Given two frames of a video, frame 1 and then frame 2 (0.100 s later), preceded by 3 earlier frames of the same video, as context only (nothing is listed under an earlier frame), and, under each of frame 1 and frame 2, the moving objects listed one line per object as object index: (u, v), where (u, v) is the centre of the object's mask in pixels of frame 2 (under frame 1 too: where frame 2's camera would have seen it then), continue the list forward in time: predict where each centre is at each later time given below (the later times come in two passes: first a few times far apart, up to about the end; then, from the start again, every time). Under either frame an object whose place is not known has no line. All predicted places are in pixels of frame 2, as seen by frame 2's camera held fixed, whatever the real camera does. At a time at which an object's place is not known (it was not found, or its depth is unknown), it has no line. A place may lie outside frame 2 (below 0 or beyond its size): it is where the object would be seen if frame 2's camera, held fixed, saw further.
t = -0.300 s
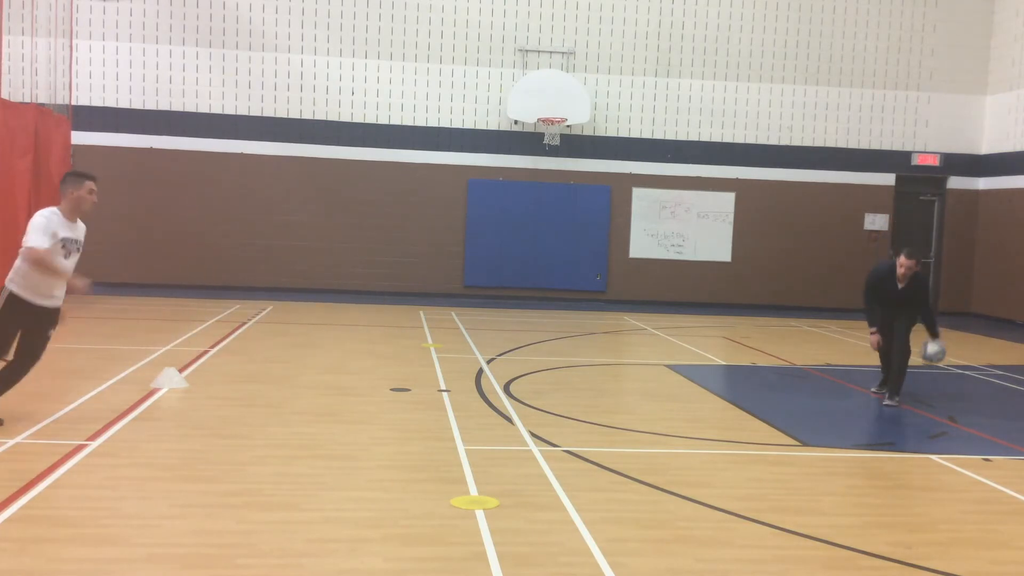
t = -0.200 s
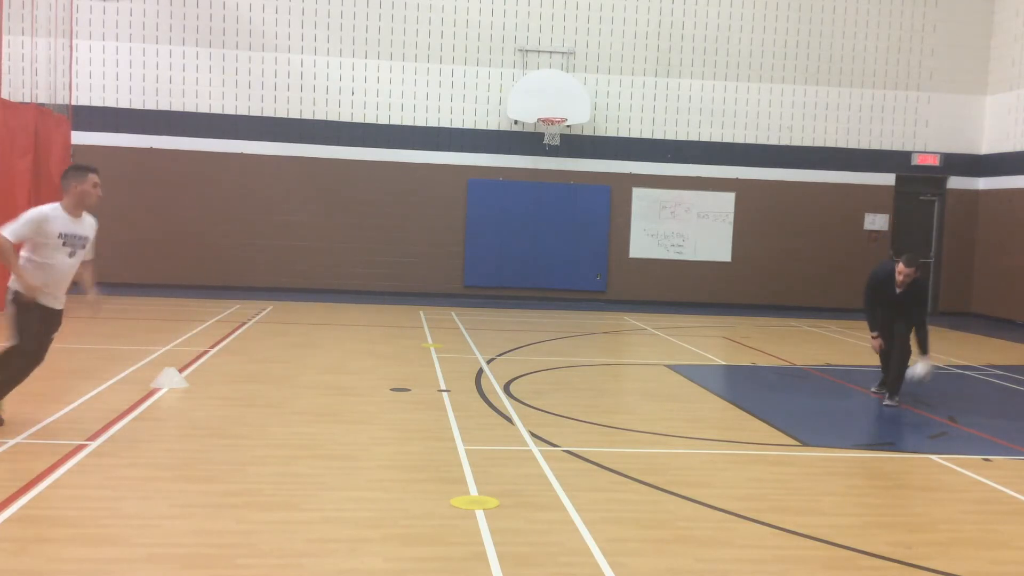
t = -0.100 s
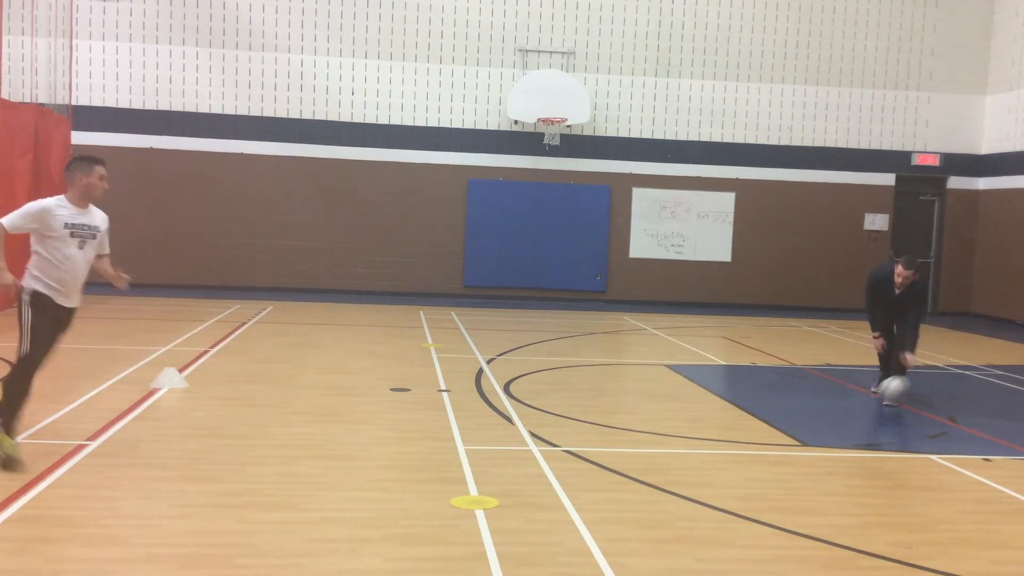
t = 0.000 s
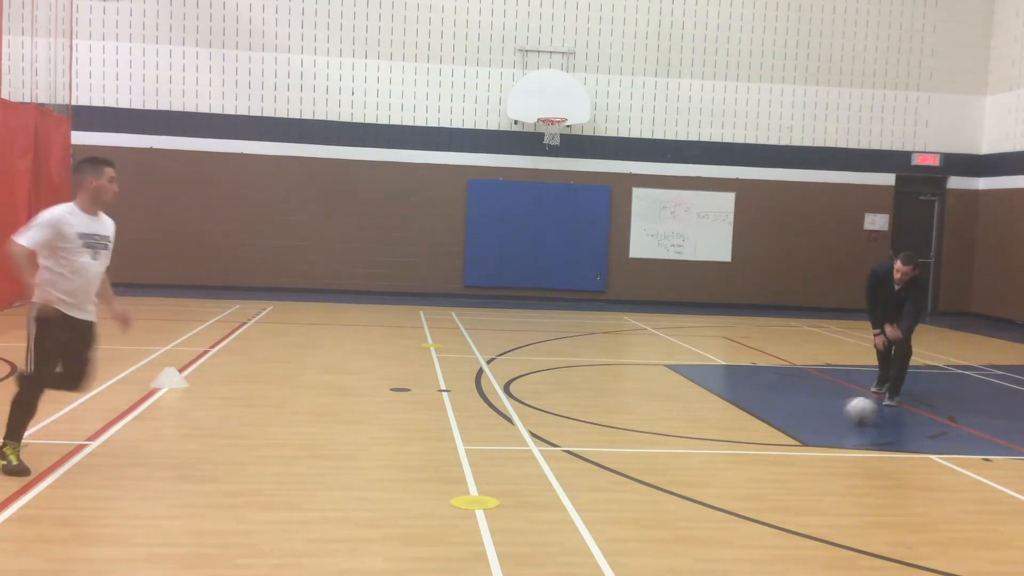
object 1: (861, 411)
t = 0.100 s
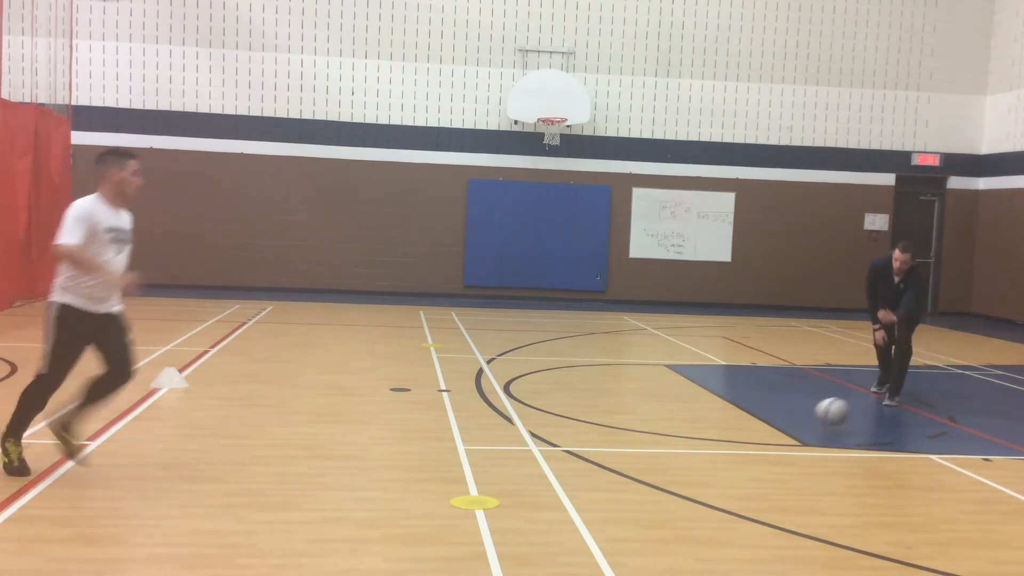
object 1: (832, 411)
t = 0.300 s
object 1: (767, 428)
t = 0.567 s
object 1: (660, 459)
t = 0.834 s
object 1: (520, 493)
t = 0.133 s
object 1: (822, 414)
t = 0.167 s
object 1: (810, 420)
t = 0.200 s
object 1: (798, 424)
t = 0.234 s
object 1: (789, 425)
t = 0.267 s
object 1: (779, 426)
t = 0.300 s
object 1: (767, 428)
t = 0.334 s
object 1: (755, 434)
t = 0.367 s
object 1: (742, 439)
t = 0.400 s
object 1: (729, 441)
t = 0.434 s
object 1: (717, 442)
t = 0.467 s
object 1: (702, 446)
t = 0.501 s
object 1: (688, 453)
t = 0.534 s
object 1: (674, 456)
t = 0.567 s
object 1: (660, 459)
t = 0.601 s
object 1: (644, 464)
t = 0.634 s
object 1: (628, 467)
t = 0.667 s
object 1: (611, 471)
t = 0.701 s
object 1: (595, 476)
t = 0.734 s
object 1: (579, 479)
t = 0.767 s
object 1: (559, 482)
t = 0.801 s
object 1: (538, 489)
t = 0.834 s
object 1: (520, 493)
